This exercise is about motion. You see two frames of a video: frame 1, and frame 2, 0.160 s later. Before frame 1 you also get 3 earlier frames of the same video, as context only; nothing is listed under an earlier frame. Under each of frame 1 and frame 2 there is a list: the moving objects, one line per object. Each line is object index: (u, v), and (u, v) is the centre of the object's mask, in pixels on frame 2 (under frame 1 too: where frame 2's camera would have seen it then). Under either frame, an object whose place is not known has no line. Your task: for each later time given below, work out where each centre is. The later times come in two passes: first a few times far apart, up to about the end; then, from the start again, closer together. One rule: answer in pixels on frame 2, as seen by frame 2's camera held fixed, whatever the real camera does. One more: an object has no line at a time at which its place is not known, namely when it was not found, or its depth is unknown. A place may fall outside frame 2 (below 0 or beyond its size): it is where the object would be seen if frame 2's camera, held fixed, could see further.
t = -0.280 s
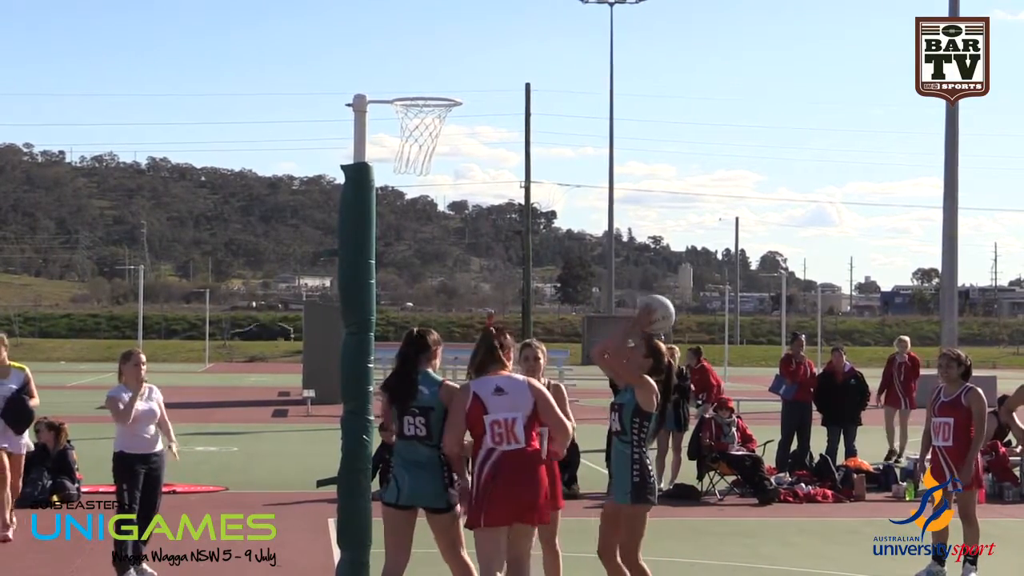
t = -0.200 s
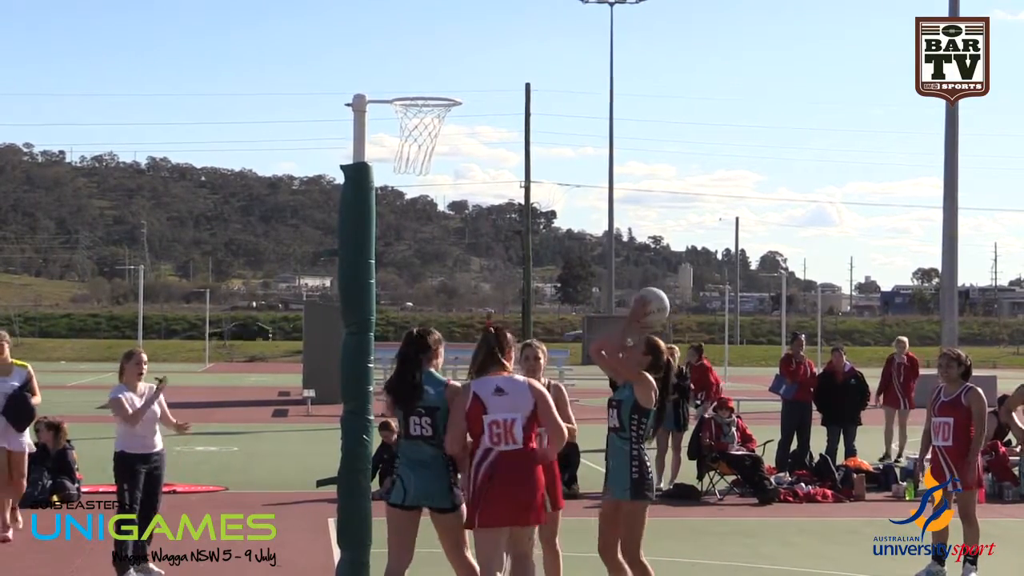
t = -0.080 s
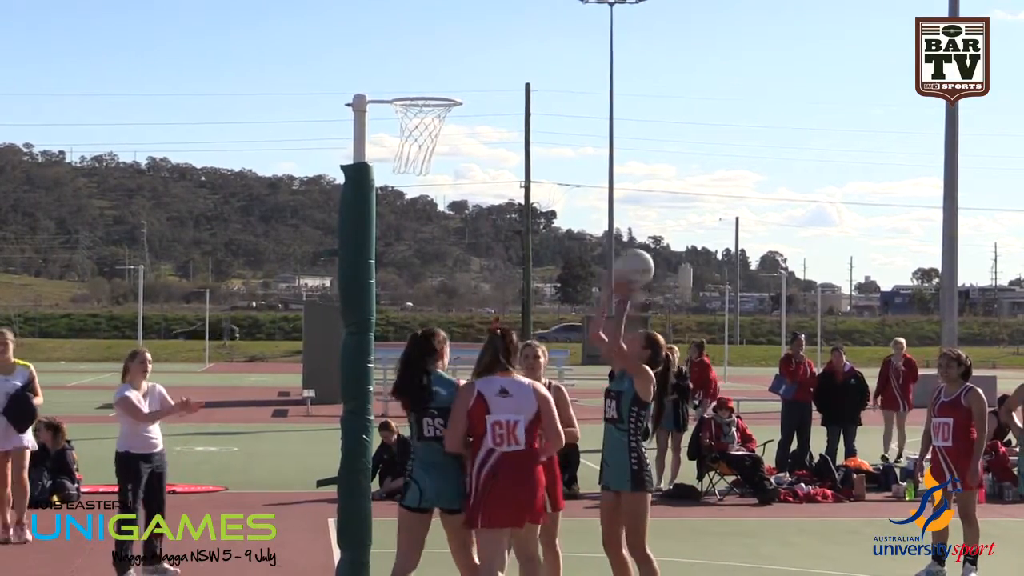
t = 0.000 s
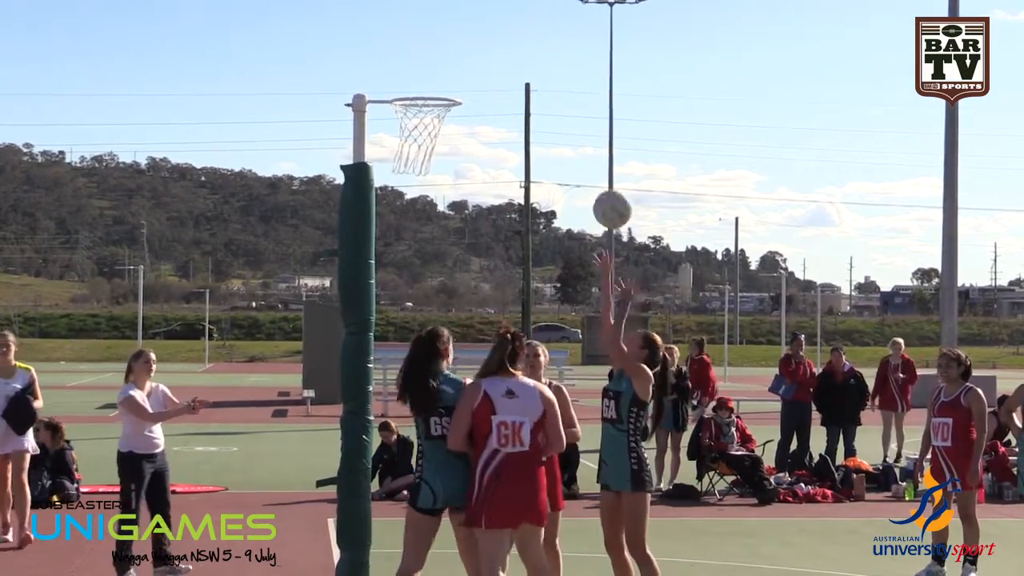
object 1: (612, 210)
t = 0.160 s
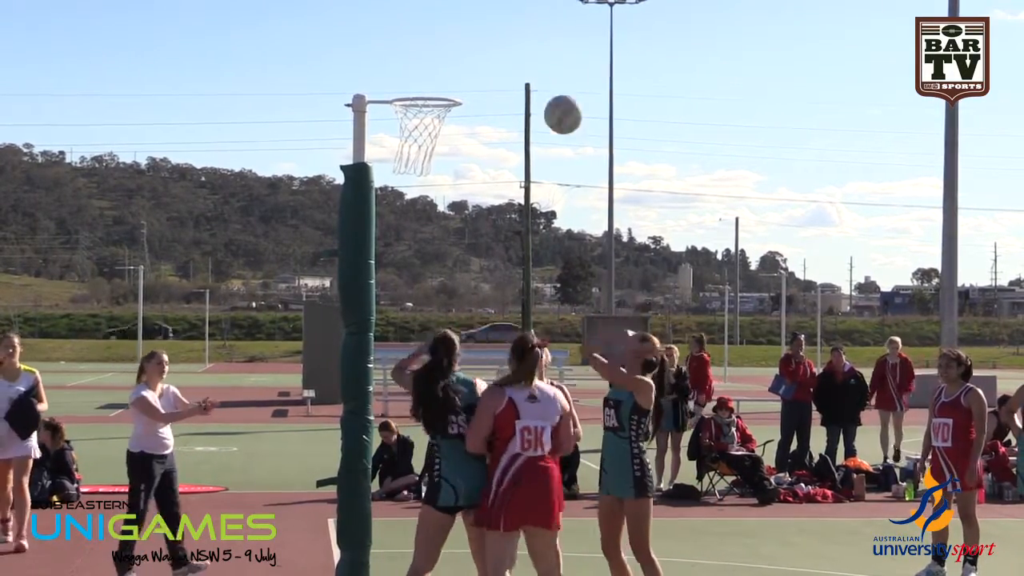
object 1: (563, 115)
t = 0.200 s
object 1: (550, 97)
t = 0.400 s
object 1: (487, 47)
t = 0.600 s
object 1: (423, 65)
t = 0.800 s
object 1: (413, 55)
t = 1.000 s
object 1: (427, 64)
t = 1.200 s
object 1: (433, 75)
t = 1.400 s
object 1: (435, 77)
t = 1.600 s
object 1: (437, 85)
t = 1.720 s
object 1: (436, 113)
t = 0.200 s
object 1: (550, 97)
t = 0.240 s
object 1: (538, 82)
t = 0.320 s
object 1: (512, 60)
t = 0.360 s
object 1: (499, 52)
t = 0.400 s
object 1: (487, 47)
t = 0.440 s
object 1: (474, 45)
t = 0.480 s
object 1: (462, 46)
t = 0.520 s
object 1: (449, 50)
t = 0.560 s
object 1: (436, 56)
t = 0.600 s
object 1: (423, 65)
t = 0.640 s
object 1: (410, 77)
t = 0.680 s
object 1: (404, 81)
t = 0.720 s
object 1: (407, 70)
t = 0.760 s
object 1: (410, 61)
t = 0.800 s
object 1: (413, 55)
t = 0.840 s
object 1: (416, 52)
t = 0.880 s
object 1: (419, 51)
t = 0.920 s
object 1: (422, 52)
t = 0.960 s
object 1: (424, 57)
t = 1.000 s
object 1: (427, 64)
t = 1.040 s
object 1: (430, 74)
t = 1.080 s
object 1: (431, 76)
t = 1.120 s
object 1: (432, 73)
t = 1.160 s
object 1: (432, 72)
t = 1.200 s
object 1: (433, 75)
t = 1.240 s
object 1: (434, 76)
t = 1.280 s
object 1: (434, 75)
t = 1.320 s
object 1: (434, 76)
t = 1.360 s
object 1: (435, 76)
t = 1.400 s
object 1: (435, 77)
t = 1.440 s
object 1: (435, 77)
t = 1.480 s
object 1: (436, 78)
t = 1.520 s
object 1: (437, 79)
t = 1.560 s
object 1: (437, 81)
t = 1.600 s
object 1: (437, 85)
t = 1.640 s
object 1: (437, 92)
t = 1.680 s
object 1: (436, 101)
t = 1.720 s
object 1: (436, 113)
